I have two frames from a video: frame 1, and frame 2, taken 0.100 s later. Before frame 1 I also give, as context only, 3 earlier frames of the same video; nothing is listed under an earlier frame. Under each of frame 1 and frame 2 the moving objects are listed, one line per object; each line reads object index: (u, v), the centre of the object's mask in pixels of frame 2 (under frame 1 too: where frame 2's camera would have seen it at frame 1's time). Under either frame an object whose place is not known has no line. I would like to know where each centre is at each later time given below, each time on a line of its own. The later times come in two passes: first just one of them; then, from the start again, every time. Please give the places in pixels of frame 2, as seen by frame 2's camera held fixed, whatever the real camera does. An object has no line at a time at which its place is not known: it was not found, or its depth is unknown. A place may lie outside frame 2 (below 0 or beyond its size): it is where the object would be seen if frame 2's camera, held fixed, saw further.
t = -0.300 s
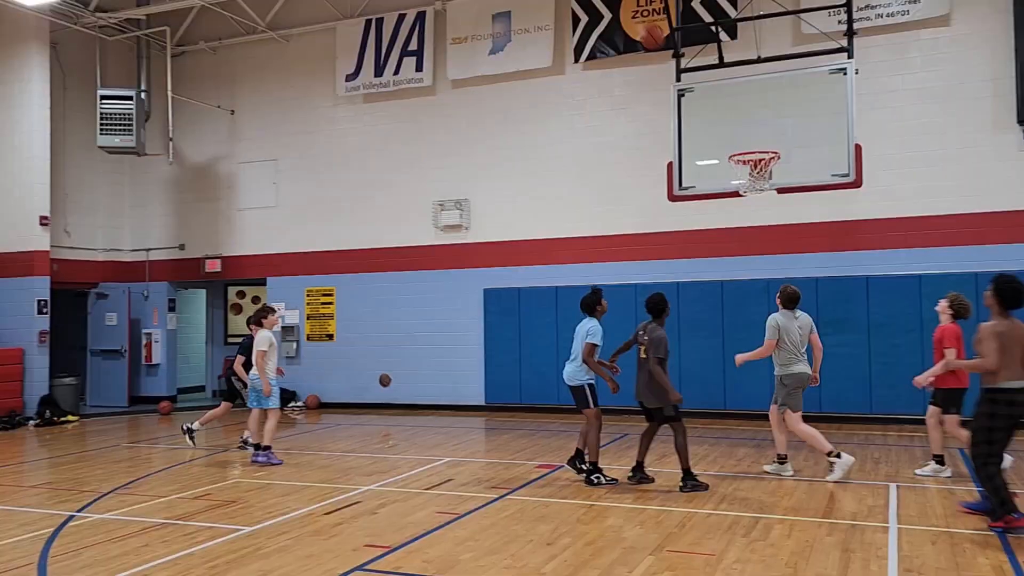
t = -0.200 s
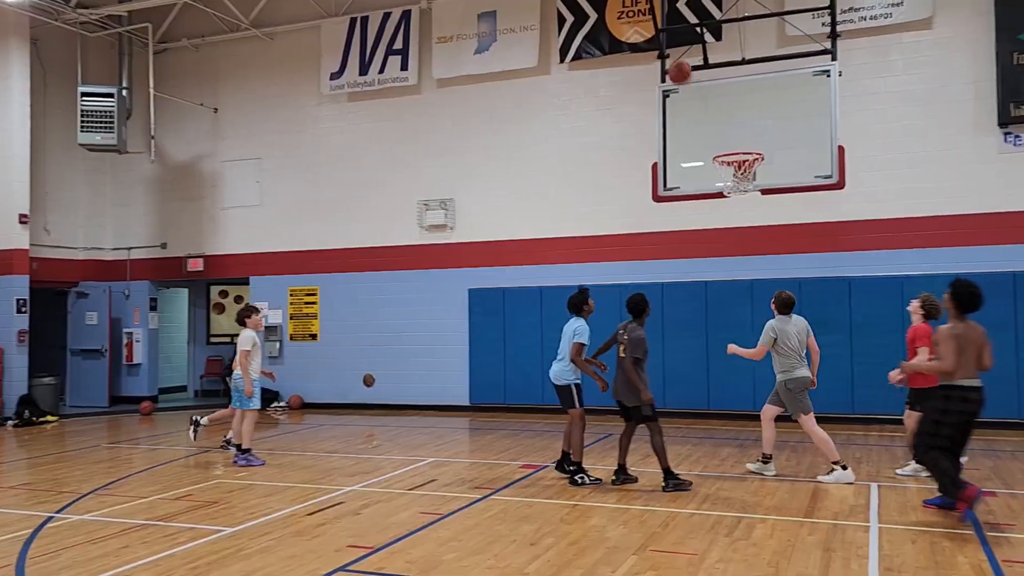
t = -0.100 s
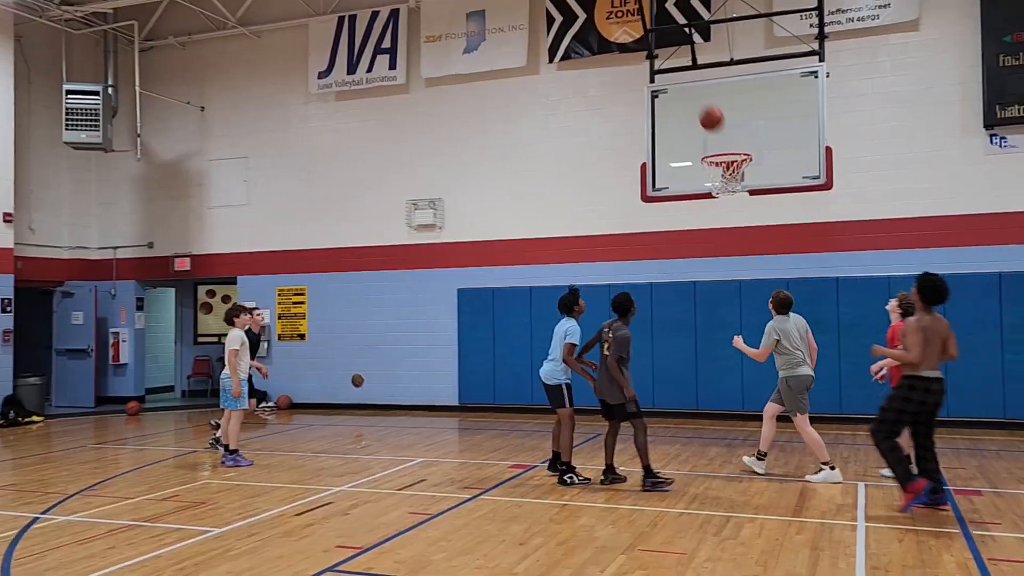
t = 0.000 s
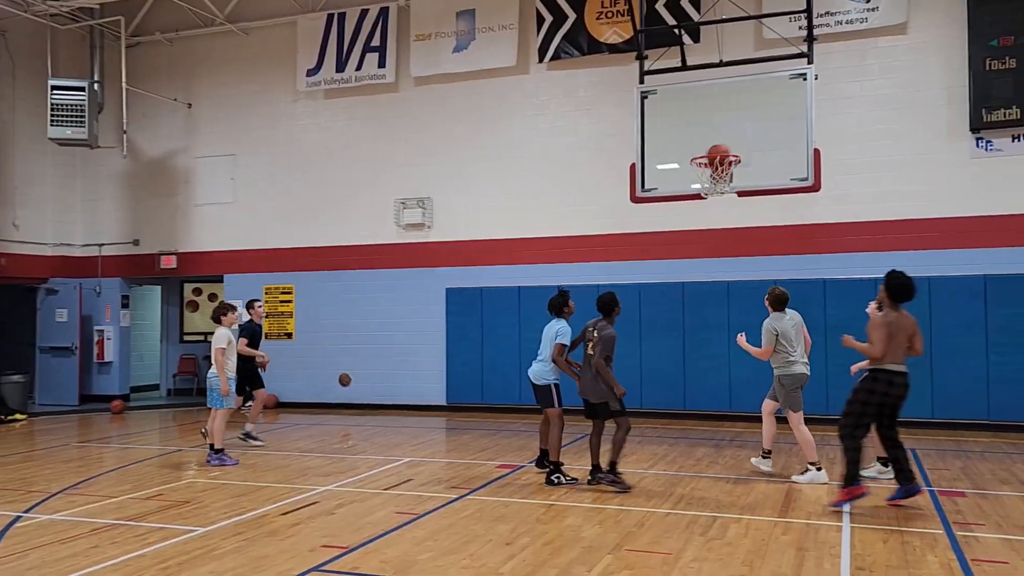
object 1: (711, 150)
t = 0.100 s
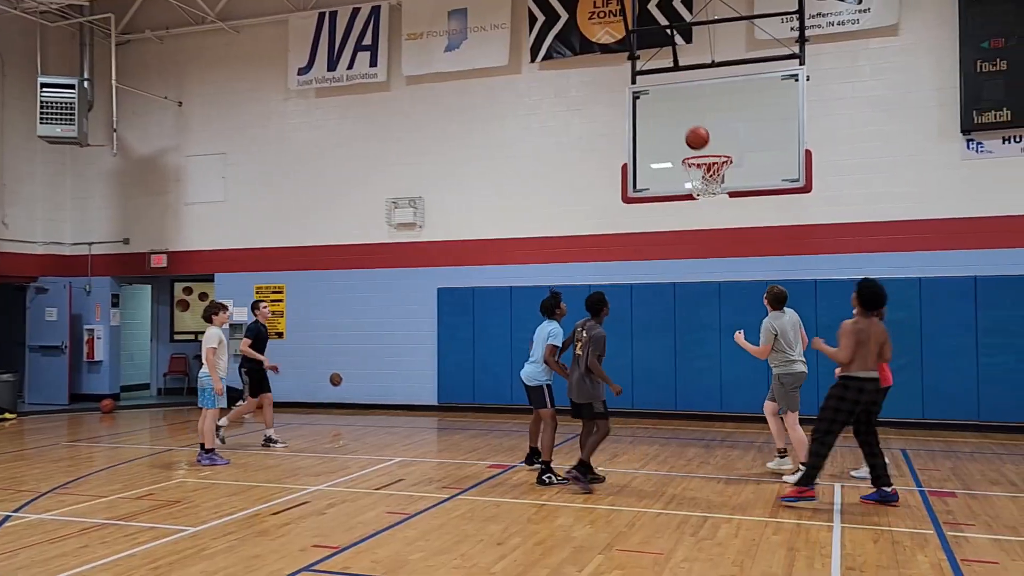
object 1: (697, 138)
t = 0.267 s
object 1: (681, 110)
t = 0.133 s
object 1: (694, 130)
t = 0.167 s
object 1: (691, 123)
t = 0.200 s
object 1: (688, 118)
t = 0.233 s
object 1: (685, 113)
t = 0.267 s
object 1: (681, 110)
